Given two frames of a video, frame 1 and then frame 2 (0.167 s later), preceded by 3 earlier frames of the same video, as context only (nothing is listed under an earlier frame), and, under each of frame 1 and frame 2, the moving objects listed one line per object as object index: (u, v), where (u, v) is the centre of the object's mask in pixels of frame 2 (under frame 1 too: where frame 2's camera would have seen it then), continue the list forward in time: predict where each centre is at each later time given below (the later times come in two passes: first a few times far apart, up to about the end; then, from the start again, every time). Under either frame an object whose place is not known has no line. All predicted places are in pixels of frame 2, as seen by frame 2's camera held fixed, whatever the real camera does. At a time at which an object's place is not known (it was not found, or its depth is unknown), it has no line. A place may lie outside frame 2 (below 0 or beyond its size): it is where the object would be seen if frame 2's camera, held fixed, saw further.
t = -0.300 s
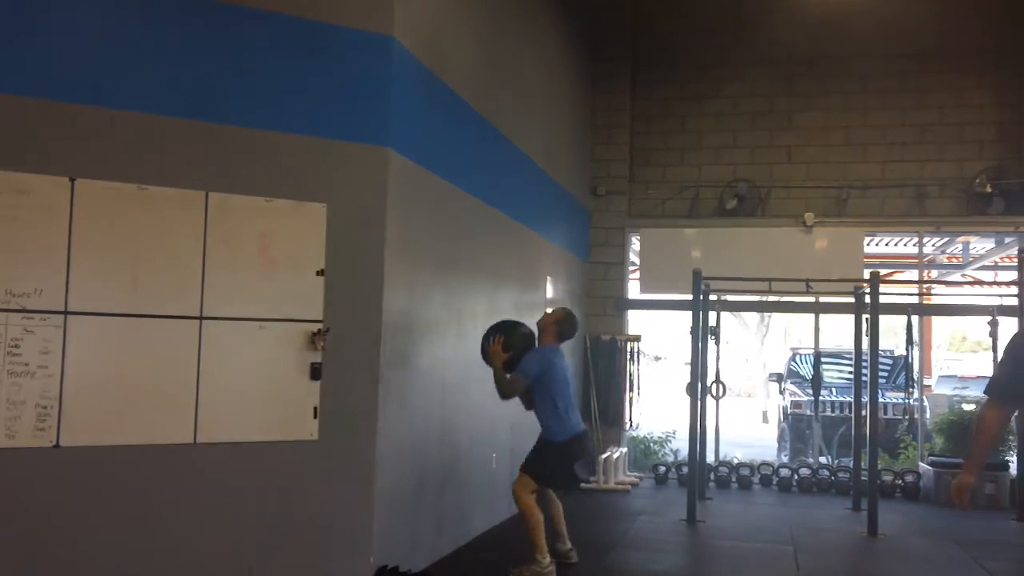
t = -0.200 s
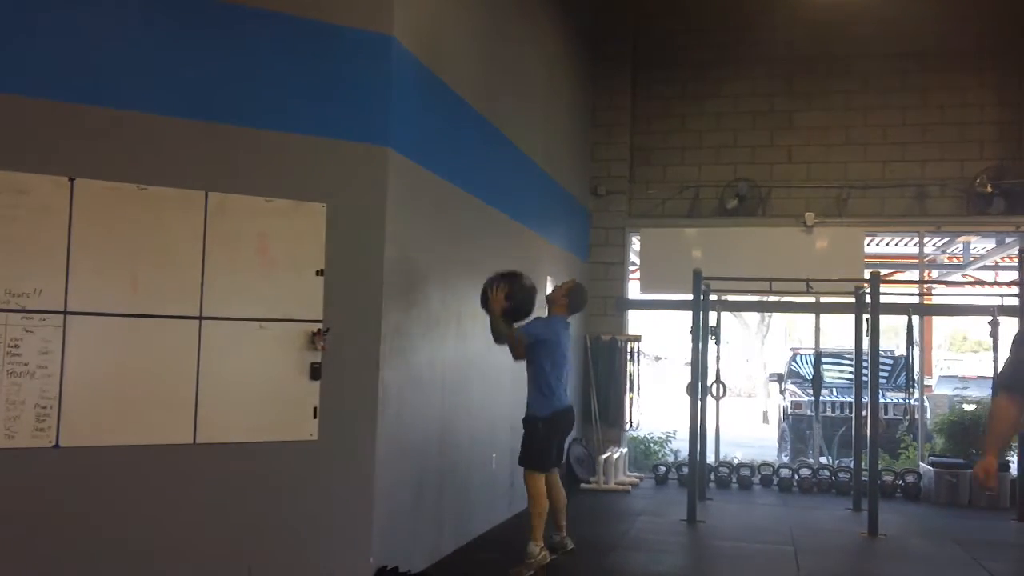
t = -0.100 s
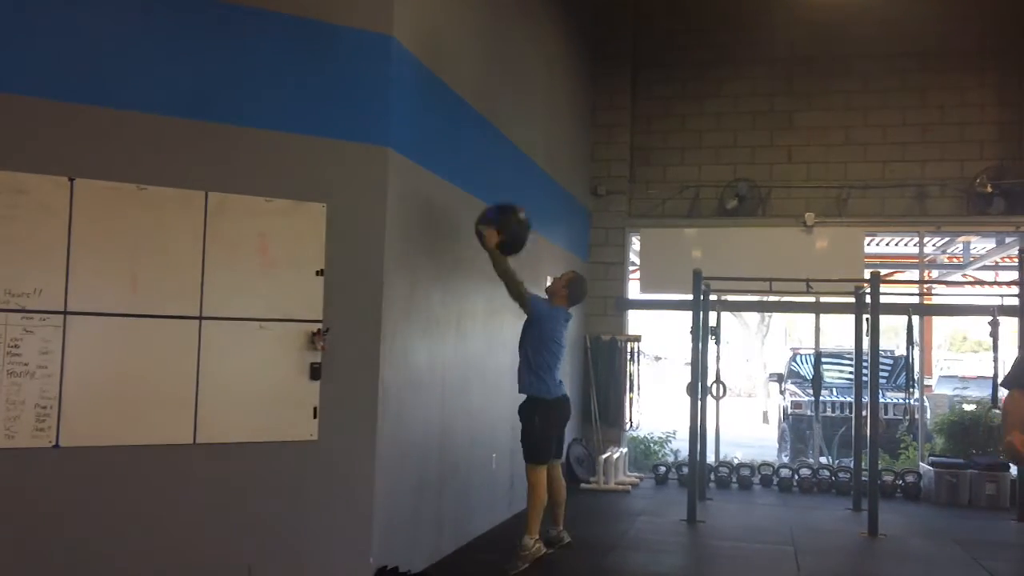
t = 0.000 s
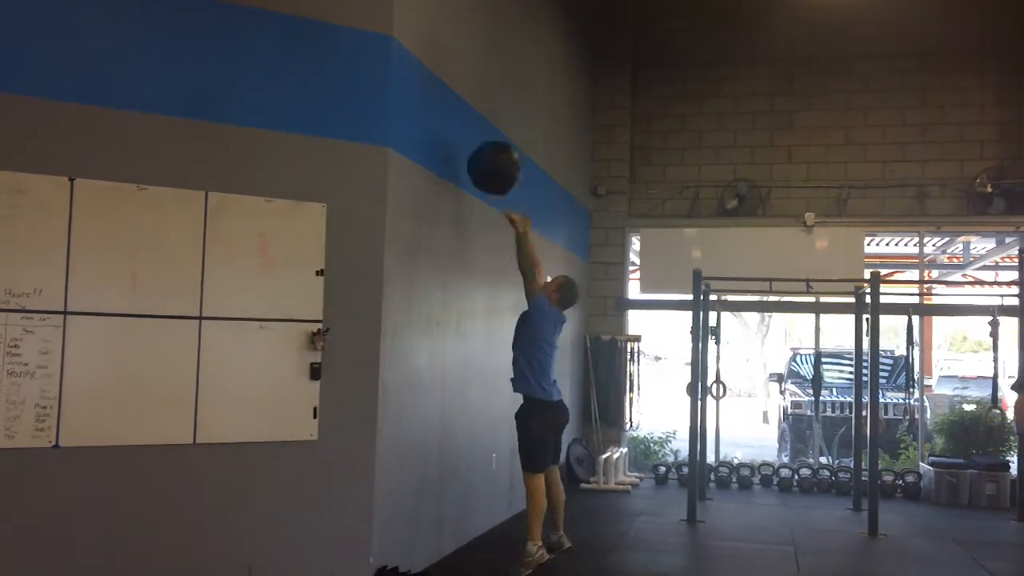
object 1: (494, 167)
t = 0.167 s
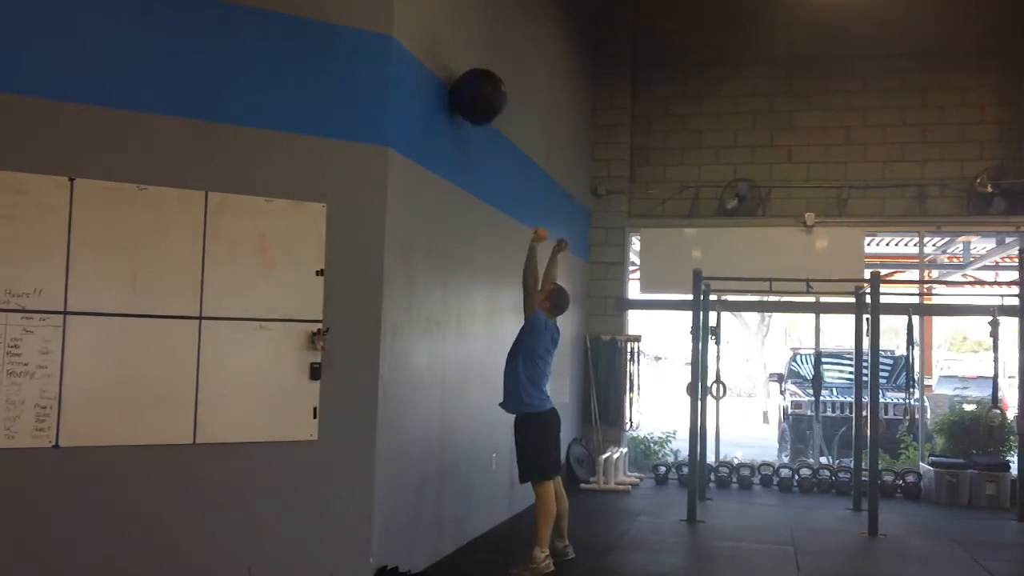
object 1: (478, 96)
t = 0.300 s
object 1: (479, 75)
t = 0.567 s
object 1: (496, 118)
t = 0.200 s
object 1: (476, 87)
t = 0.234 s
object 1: (476, 81)
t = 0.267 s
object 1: (477, 77)
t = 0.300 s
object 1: (479, 75)
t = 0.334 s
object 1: (482, 75)
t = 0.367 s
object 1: (485, 76)
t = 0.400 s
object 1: (487, 79)
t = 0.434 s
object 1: (489, 83)
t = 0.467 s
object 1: (491, 89)
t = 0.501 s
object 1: (493, 97)
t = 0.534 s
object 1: (494, 107)
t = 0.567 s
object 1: (496, 118)
